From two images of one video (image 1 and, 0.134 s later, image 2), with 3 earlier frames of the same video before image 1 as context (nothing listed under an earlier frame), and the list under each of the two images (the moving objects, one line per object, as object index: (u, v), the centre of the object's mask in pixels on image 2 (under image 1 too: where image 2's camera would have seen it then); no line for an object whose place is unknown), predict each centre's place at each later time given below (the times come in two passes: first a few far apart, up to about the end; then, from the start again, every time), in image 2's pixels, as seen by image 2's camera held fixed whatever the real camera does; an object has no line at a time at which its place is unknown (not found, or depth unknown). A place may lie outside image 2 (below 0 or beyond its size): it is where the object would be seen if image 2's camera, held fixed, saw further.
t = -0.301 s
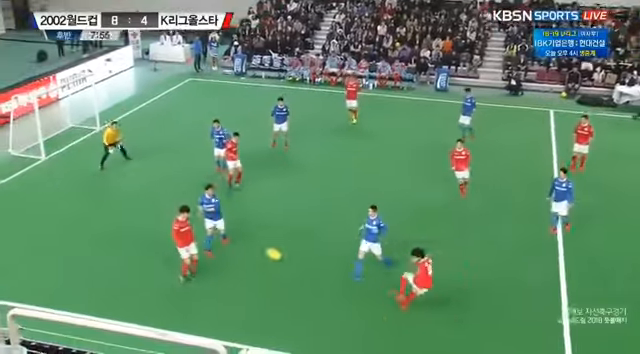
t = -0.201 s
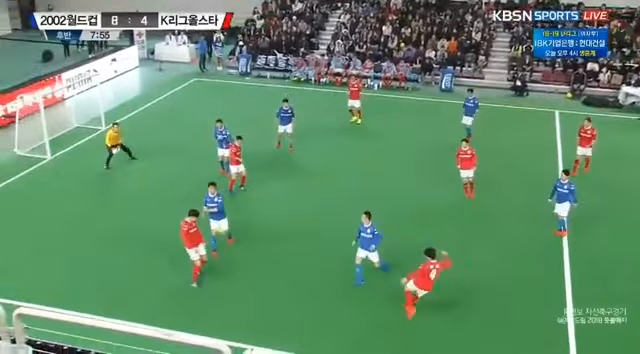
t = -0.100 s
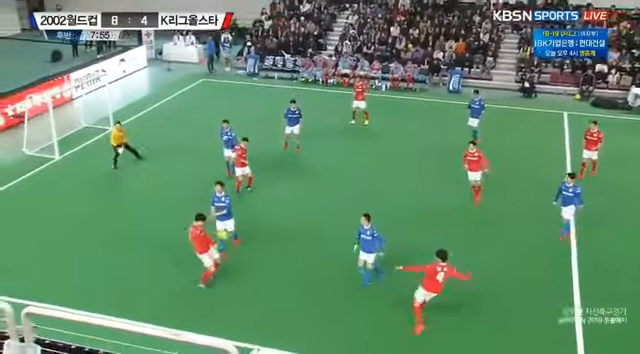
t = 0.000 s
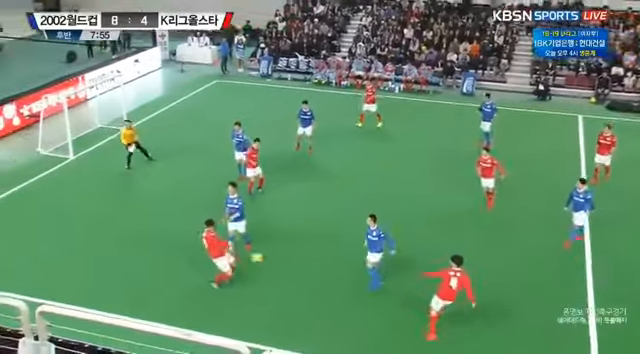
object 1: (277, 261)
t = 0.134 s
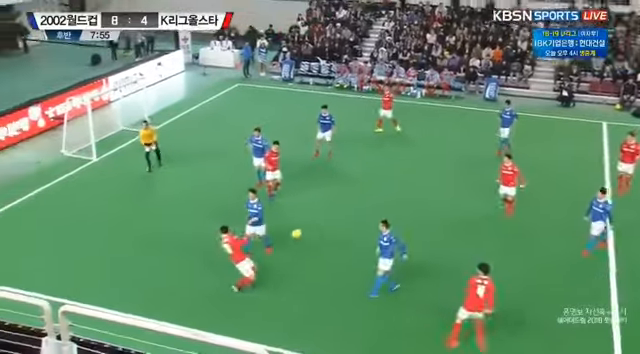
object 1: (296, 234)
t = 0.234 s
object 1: (310, 217)
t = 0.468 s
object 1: (342, 194)
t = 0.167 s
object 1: (301, 228)
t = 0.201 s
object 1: (305, 222)
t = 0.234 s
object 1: (310, 217)
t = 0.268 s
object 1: (315, 212)
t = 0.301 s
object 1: (320, 208)
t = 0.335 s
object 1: (325, 204)
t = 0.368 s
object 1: (329, 201)
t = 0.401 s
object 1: (334, 198)
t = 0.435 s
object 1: (338, 196)
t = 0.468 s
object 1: (342, 194)
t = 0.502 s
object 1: (347, 193)
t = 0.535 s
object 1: (351, 191)
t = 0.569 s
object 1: (355, 191)
